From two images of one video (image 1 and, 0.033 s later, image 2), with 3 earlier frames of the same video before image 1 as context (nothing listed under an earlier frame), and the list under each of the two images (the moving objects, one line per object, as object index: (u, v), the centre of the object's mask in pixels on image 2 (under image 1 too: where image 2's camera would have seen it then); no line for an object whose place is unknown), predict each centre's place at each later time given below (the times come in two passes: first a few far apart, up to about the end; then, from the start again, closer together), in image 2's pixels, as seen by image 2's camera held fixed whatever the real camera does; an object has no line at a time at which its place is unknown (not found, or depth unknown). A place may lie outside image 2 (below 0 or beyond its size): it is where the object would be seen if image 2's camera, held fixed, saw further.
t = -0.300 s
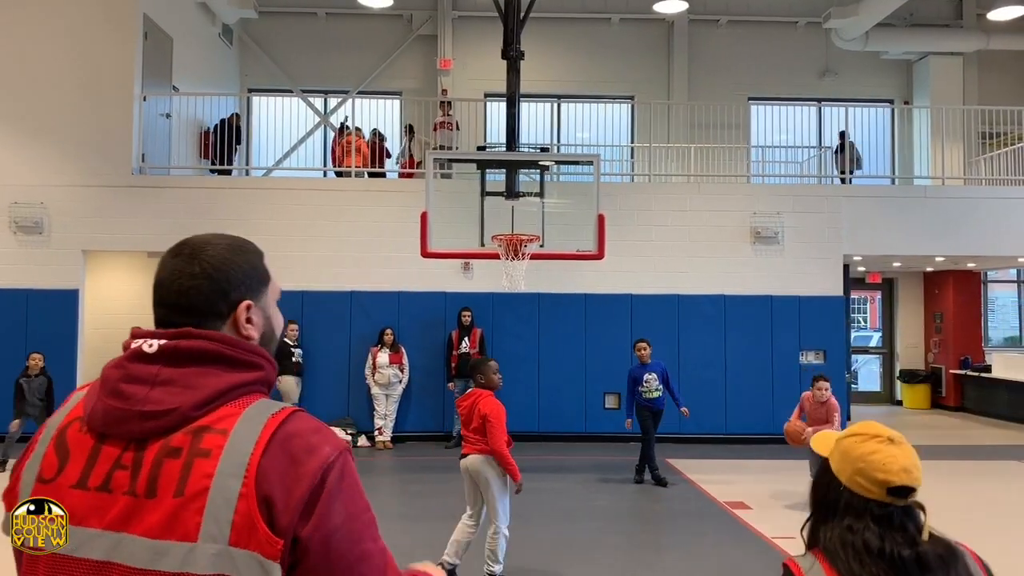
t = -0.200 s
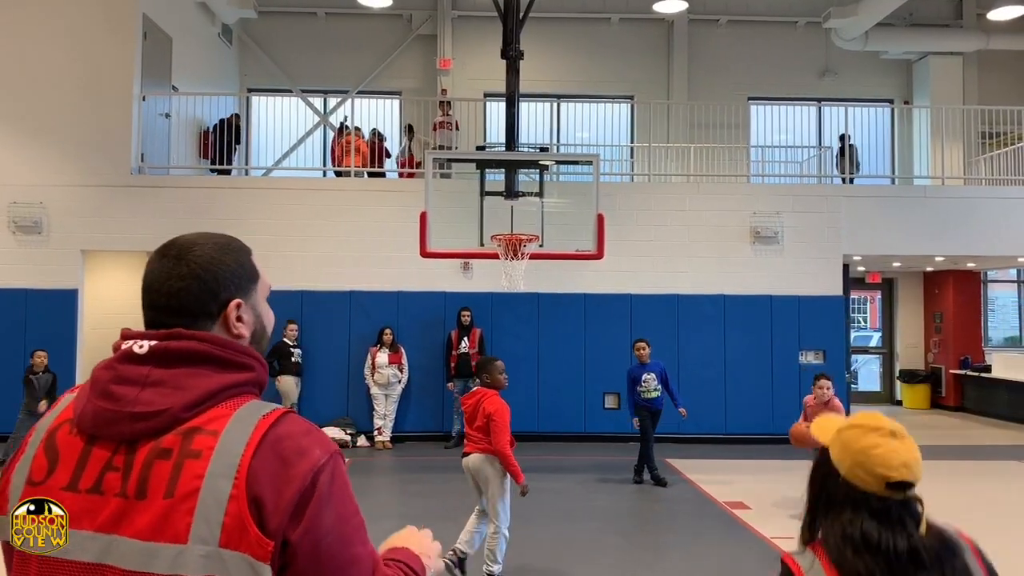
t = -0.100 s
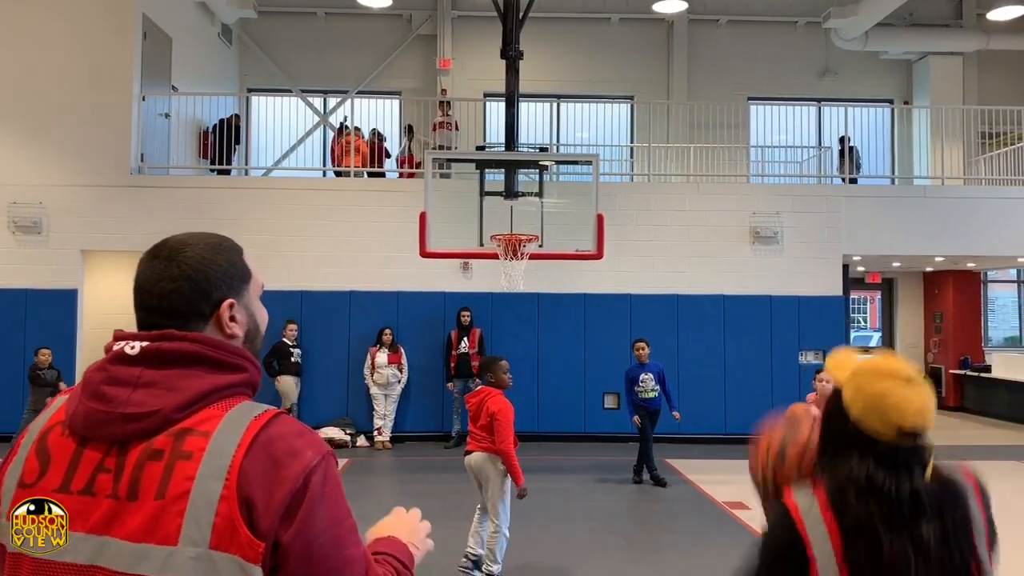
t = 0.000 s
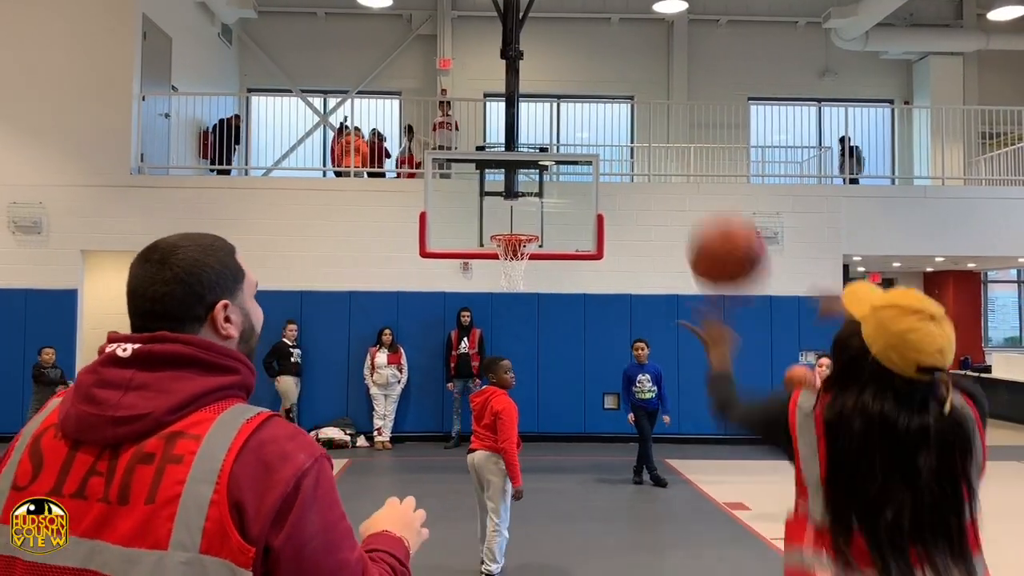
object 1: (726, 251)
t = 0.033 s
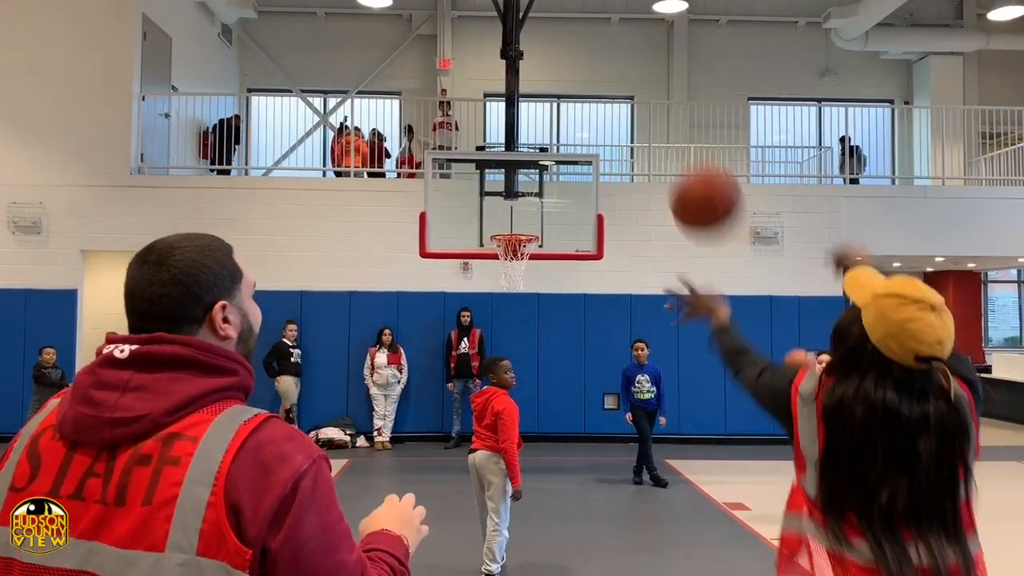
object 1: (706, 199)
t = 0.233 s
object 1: (625, 38)
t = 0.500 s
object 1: (571, 23)
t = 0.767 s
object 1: (544, 93)
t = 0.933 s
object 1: (527, 159)
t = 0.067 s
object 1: (687, 154)
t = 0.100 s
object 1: (671, 119)
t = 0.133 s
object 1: (658, 91)
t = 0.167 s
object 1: (646, 69)
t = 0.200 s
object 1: (635, 51)
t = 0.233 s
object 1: (625, 38)
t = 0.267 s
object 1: (616, 28)
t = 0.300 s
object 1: (608, 21)
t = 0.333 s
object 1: (600, 18)
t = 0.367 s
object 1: (593, 16)
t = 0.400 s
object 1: (587, 16)
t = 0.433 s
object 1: (581, 16)
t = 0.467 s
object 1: (576, 18)
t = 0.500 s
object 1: (571, 23)
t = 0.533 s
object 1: (566, 28)
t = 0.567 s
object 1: (562, 35)
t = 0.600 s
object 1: (558, 42)
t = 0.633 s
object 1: (554, 51)
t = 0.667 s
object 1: (551, 60)
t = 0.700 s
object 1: (546, 67)
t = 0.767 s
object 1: (544, 93)
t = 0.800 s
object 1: (538, 105)
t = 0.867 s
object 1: (533, 131)
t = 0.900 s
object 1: (531, 145)
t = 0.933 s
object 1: (527, 159)
